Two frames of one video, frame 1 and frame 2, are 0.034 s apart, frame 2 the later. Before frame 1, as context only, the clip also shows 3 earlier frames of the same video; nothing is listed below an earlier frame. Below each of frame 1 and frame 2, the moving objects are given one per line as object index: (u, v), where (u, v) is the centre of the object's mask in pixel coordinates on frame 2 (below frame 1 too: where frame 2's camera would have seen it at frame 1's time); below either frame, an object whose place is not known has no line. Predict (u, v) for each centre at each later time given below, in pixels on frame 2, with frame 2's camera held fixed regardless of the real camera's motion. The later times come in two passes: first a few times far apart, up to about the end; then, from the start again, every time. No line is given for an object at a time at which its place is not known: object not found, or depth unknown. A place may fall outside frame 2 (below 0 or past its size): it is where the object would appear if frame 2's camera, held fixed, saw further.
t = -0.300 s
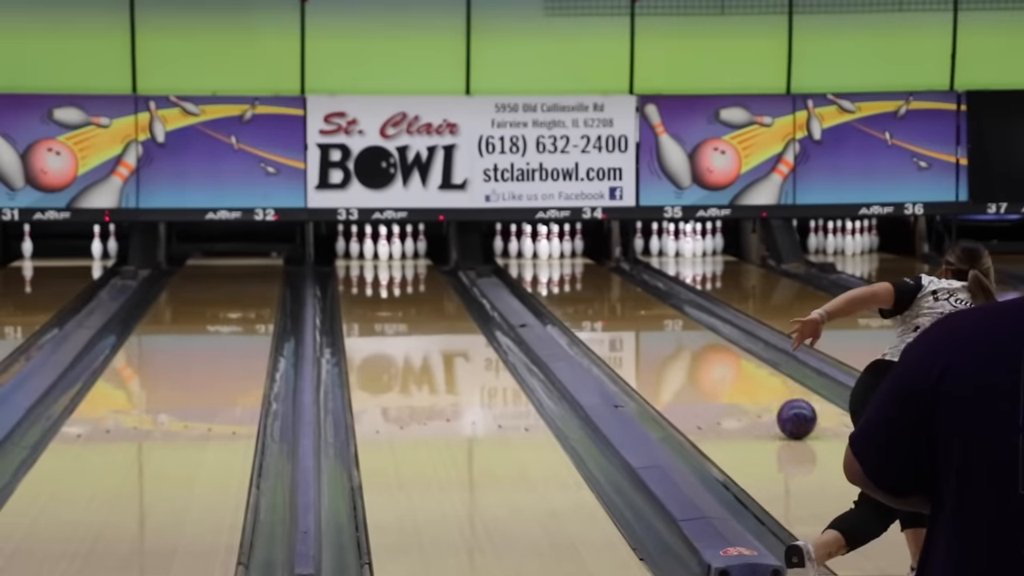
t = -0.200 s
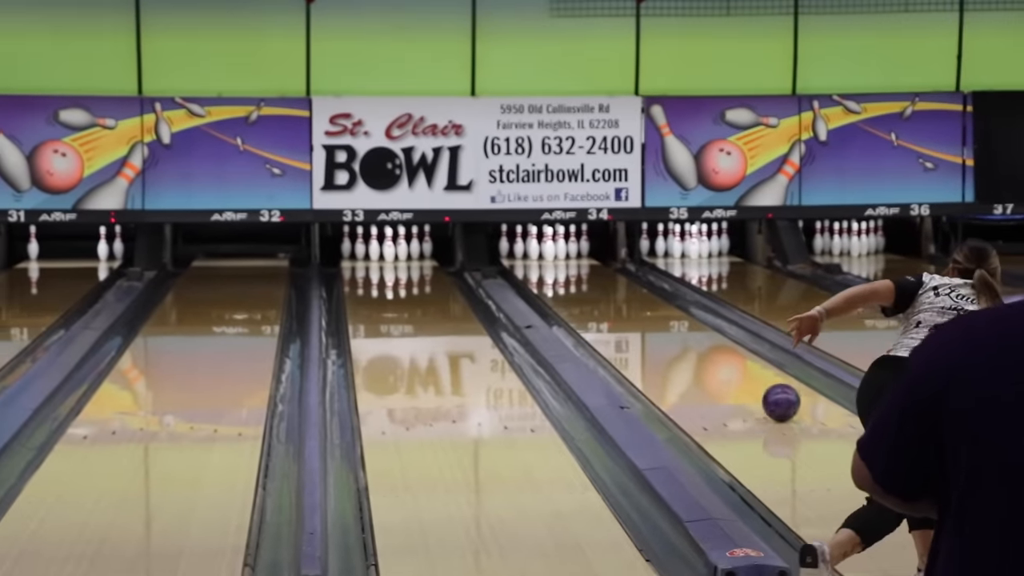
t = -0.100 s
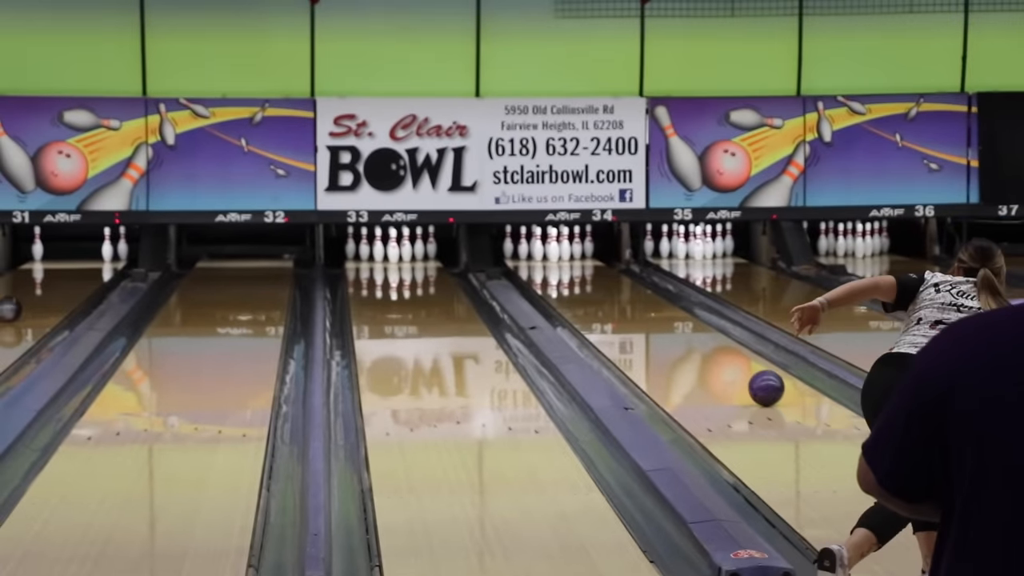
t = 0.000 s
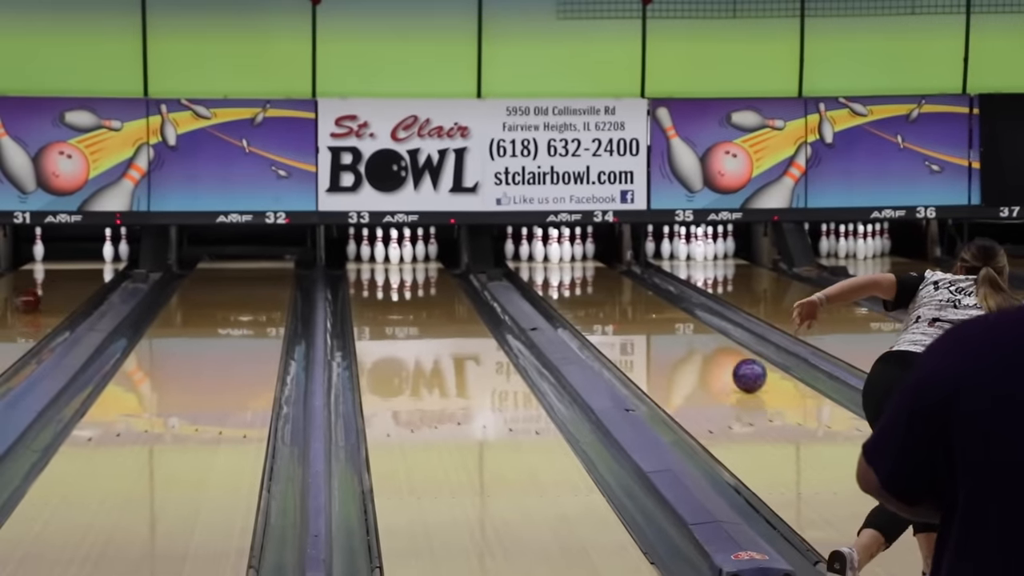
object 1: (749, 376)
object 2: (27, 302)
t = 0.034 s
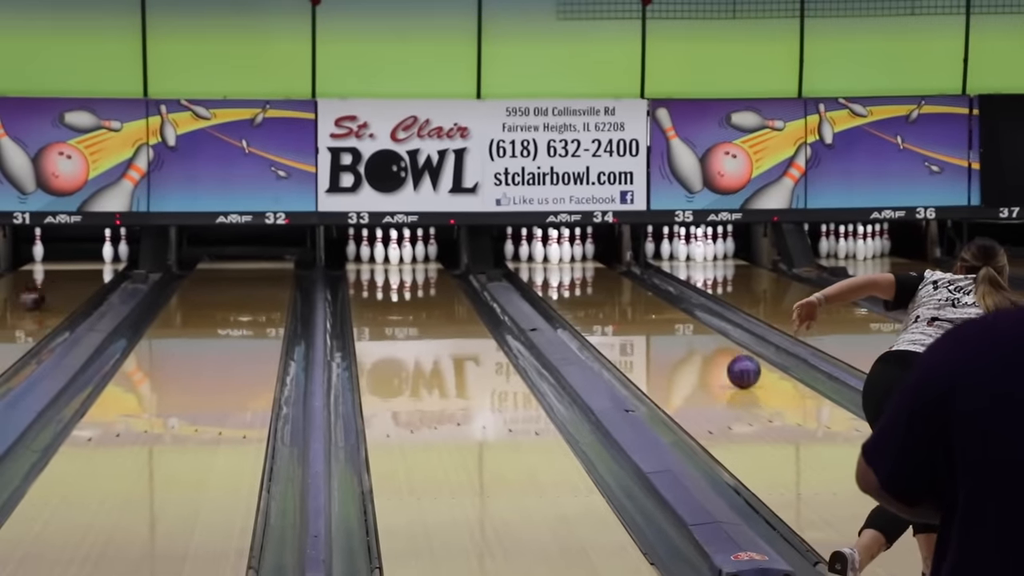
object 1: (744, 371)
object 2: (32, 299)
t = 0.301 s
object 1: (705, 341)
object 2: (70, 278)
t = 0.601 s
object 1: (670, 313)
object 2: (101, 261)
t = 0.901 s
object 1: (641, 292)
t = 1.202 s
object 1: (614, 275)
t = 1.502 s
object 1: (582, 262)
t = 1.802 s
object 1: (552, 253)
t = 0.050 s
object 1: (741, 369)
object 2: (34, 298)
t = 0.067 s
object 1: (738, 367)
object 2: (37, 295)
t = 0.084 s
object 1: (736, 365)
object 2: (39, 293)
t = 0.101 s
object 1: (733, 363)
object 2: (43, 292)
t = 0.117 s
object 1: (731, 361)
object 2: (45, 291)
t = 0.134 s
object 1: (728, 359)
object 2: (48, 290)
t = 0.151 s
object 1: (726, 357)
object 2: (51, 289)
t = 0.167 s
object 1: (723, 355)
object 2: (53, 288)
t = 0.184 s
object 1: (721, 353)
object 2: (55, 288)
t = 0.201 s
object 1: (718, 351)
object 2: (57, 286)
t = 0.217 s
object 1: (716, 350)
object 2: (59, 285)
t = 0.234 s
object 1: (714, 347)
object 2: (60, 283)
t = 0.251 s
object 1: (712, 346)
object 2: (63, 282)
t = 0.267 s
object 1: (710, 344)
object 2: (66, 282)
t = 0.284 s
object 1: (707, 343)
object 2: (68, 279)
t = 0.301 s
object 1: (705, 341)
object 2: (70, 278)
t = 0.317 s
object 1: (703, 339)
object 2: (72, 277)
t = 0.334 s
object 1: (701, 337)
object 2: (73, 276)
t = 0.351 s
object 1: (699, 336)
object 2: (75, 275)
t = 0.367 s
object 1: (696, 334)
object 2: (78, 274)
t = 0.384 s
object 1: (694, 332)
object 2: (79, 273)
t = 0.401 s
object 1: (692, 331)
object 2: (81, 273)
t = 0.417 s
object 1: (691, 329)
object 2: (83, 272)
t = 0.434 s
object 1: (689, 328)
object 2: (85, 269)
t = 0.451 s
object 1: (687, 326)
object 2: (87, 269)
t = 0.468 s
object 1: (685, 325)
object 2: (88, 268)
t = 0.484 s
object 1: (683, 324)
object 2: (90, 267)
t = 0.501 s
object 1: (681, 322)
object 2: (91, 266)
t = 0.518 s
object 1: (679, 321)
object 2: (93, 265)
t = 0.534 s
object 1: (677, 319)
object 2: (95, 265)
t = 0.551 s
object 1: (676, 318)
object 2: (96, 264)
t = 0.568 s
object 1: (674, 316)
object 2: (98, 263)
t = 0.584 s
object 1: (672, 314)
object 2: (99, 262)
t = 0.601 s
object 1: (670, 313)
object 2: (101, 261)
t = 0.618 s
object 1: (668, 312)
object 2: (102, 259)
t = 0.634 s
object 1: (667, 311)
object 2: (103, 258)
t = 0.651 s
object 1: (665, 310)
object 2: (104, 257)
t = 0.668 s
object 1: (664, 309)
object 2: (105, 256)
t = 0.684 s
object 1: (662, 308)
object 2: (106, 256)
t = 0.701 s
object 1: (660, 308)
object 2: (106, 255)
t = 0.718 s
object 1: (658, 306)
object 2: (107, 255)
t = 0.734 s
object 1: (656, 304)
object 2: (111, 254)
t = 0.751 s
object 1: (656, 302)
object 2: (113, 253)
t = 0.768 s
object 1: (655, 301)
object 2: (115, 252)
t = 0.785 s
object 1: (652, 299)
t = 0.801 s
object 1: (650, 298)
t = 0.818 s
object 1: (649, 297)
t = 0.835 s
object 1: (647, 296)
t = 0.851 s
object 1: (646, 295)
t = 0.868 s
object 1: (645, 294)
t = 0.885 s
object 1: (643, 293)
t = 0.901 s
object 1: (641, 292)
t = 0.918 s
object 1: (640, 291)
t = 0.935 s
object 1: (638, 291)
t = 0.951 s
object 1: (637, 289)
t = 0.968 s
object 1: (636, 287)
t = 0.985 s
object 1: (634, 286)
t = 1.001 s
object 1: (632, 285)
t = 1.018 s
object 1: (630, 284)
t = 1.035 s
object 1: (629, 283)
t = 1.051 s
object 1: (628, 282)
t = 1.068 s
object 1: (627, 282)
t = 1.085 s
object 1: (626, 281)
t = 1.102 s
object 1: (623, 281)
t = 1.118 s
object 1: (622, 280)
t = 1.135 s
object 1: (621, 278)
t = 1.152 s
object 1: (619, 277)
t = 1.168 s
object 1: (617, 276)
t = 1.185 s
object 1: (616, 276)
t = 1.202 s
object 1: (614, 275)
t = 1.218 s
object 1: (613, 274)
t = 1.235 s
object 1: (611, 274)
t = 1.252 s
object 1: (608, 273)
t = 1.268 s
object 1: (607, 273)
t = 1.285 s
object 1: (606, 271)
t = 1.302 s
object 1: (603, 270)
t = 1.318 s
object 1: (601, 269)
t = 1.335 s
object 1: (600, 268)
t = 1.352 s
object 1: (598, 268)
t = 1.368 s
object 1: (597, 267)
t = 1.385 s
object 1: (594, 267)
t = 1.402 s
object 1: (593, 267)
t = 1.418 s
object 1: (592, 266)
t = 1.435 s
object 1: (589, 265)
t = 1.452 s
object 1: (587, 265)
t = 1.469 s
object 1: (585, 264)
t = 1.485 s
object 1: (584, 263)
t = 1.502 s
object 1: (582, 262)
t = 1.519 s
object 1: (580, 262)
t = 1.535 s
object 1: (578, 262)
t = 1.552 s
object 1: (576, 261)
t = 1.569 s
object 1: (574, 260)
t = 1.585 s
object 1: (572, 260)
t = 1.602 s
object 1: (570, 259)
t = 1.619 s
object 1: (569, 258)
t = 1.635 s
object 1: (567, 258)
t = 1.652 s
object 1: (565, 257)
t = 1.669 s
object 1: (564, 256)
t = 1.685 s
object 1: (562, 256)
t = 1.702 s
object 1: (560, 256)
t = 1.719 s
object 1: (559, 255)
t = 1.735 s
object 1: (558, 255)
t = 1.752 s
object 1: (557, 254)
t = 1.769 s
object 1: (556, 254)
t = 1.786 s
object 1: (554, 254)
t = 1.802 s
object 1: (552, 253)
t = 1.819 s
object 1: (551, 253)
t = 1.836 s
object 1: (550, 252)
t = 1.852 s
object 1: (549, 252)
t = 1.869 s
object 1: (546, 252)
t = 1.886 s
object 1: (543, 252)
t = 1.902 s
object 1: (541, 251)
